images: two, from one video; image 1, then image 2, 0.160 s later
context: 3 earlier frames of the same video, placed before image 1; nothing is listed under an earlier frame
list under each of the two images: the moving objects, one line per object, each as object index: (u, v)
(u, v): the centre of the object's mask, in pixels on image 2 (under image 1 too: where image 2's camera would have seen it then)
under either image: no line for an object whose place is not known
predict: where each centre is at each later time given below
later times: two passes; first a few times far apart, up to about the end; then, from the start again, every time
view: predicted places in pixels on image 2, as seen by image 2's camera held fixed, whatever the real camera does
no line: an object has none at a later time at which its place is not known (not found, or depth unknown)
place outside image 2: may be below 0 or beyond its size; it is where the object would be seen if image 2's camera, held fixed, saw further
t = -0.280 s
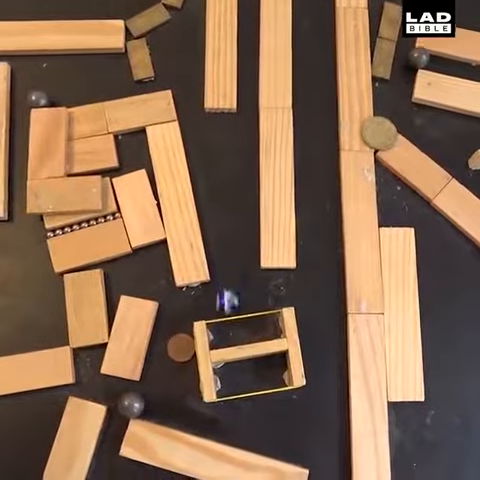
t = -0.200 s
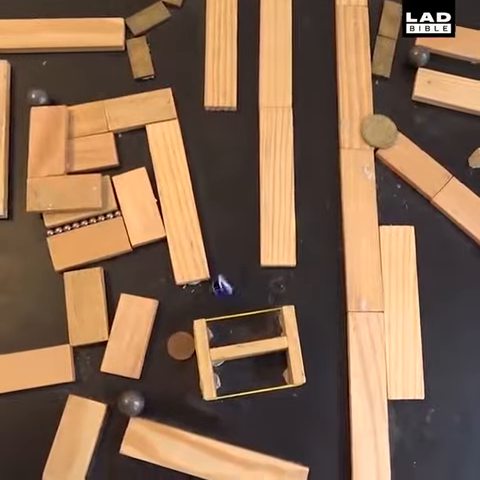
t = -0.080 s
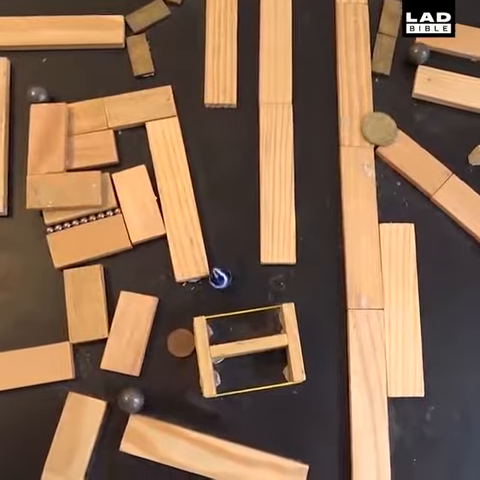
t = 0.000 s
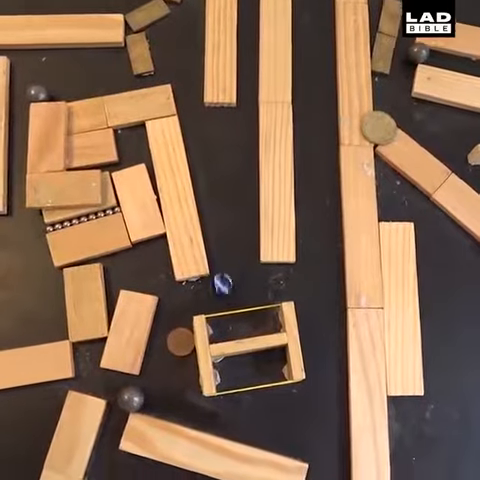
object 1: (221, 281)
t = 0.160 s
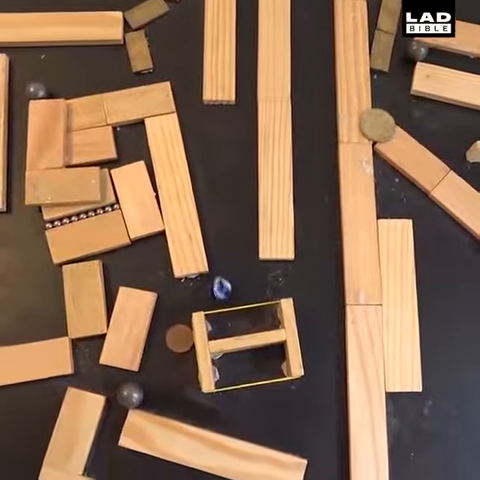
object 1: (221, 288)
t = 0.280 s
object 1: (220, 280)
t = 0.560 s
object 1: (214, 288)
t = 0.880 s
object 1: (198, 296)
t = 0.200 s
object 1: (220, 283)
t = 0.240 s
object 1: (220, 281)
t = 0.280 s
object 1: (220, 280)
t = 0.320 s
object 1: (219, 281)
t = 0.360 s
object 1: (217, 284)
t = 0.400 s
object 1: (217, 290)
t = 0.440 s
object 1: (216, 296)
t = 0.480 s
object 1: (216, 298)
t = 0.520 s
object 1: (215, 292)
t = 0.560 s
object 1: (214, 288)
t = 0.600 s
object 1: (213, 286)
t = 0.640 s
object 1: (212, 286)
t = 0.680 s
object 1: (210, 288)
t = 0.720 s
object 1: (208, 291)
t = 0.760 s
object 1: (205, 296)
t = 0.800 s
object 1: (202, 300)
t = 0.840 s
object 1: (201, 298)
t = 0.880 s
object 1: (198, 296)
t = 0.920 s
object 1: (194, 295)
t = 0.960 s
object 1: (190, 298)
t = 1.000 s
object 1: (187, 303)
